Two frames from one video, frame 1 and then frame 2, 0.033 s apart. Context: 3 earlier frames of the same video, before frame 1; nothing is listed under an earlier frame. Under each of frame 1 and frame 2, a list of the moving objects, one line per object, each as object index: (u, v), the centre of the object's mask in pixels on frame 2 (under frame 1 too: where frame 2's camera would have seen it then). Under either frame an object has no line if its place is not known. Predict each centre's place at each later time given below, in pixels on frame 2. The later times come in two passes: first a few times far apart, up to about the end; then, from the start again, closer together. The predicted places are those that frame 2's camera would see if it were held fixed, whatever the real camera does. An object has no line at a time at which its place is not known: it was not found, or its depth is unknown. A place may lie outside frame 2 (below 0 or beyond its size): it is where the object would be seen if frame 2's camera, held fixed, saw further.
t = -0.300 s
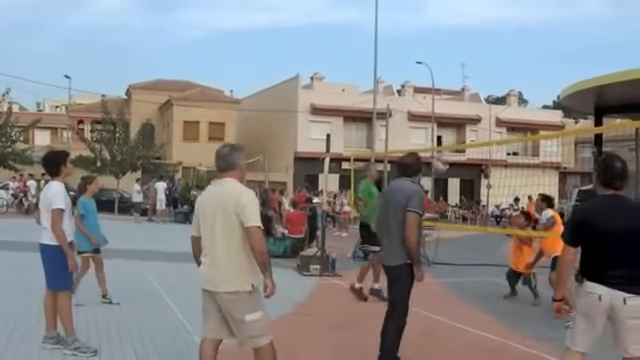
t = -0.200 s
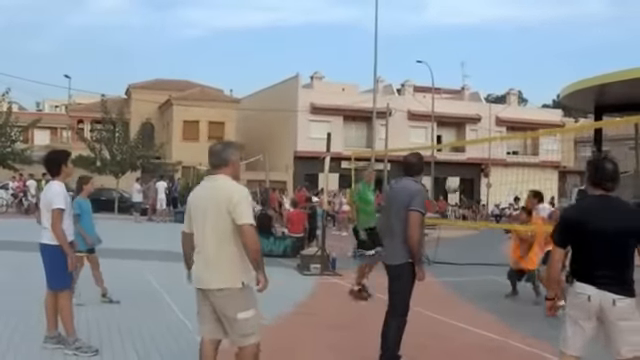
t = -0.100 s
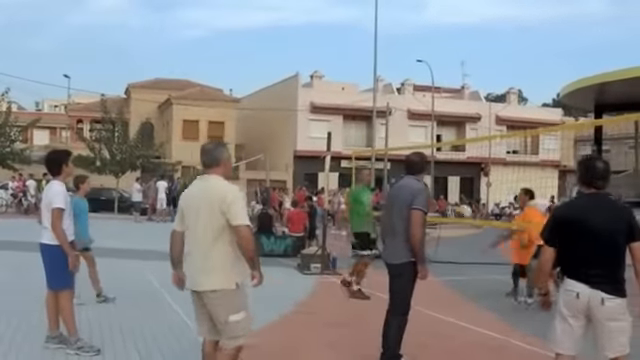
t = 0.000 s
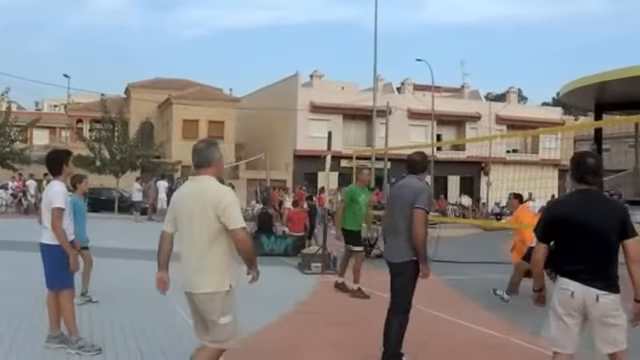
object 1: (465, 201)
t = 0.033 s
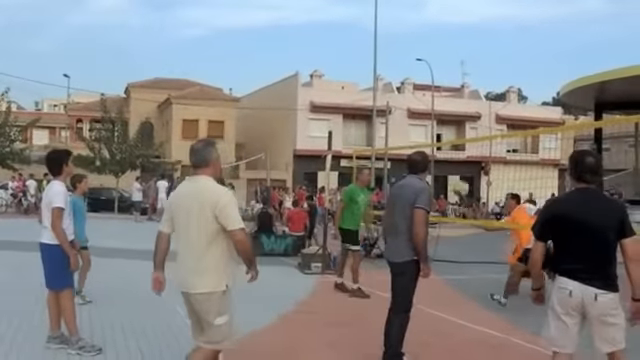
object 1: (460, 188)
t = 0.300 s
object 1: (428, 92)
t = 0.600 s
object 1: (388, 44)
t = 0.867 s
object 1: (346, 63)
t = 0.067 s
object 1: (456, 174)
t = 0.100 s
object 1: (454, 161)
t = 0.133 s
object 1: (449, 151)
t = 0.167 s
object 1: (444, 136)
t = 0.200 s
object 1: (441, 123)
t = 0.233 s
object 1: (439, 112)
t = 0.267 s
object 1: (434, 104)
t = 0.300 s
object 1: (428, 92)
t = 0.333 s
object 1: (422, 84)
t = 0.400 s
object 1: (415, 71)
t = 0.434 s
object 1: (411, 64)
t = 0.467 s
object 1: (406, 59)
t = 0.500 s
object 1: (401, 54)
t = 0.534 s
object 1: (398, 50)
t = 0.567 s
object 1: (393, 49)
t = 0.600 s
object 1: (388, 44)
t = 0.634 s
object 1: (384, 43)
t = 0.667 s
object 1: (379, 43)
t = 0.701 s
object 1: (373, 43)
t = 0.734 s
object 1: (369, 46)
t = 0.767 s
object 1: (363, 48)
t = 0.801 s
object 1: (357, 52)
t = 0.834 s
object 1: (352, 57)
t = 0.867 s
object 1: (346, 63)
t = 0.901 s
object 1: (341, 69)
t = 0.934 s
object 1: (335, 78)
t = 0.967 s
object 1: (323, 94)
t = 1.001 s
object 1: (316, 112)
